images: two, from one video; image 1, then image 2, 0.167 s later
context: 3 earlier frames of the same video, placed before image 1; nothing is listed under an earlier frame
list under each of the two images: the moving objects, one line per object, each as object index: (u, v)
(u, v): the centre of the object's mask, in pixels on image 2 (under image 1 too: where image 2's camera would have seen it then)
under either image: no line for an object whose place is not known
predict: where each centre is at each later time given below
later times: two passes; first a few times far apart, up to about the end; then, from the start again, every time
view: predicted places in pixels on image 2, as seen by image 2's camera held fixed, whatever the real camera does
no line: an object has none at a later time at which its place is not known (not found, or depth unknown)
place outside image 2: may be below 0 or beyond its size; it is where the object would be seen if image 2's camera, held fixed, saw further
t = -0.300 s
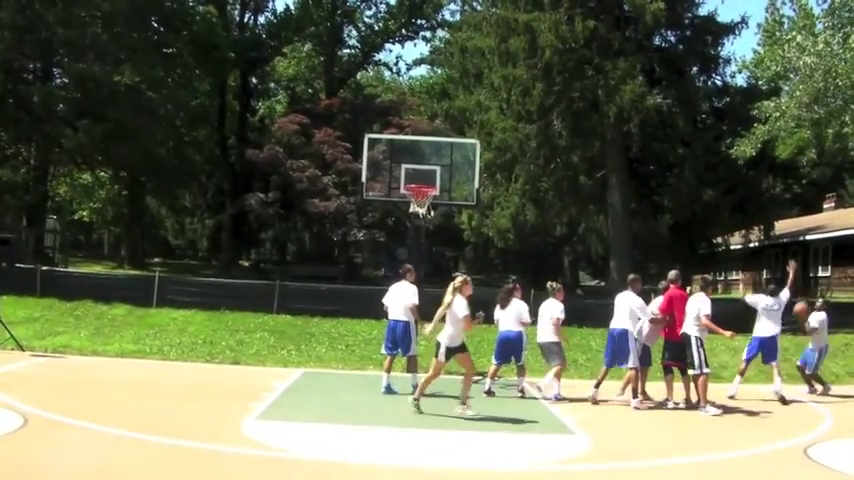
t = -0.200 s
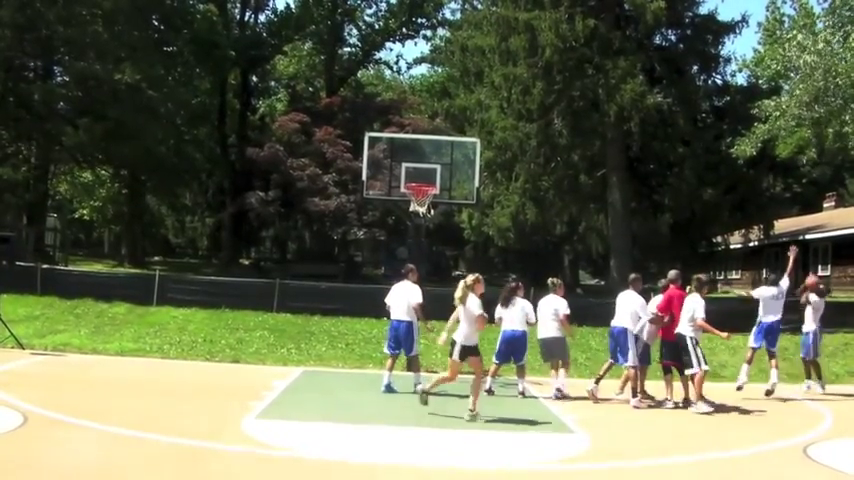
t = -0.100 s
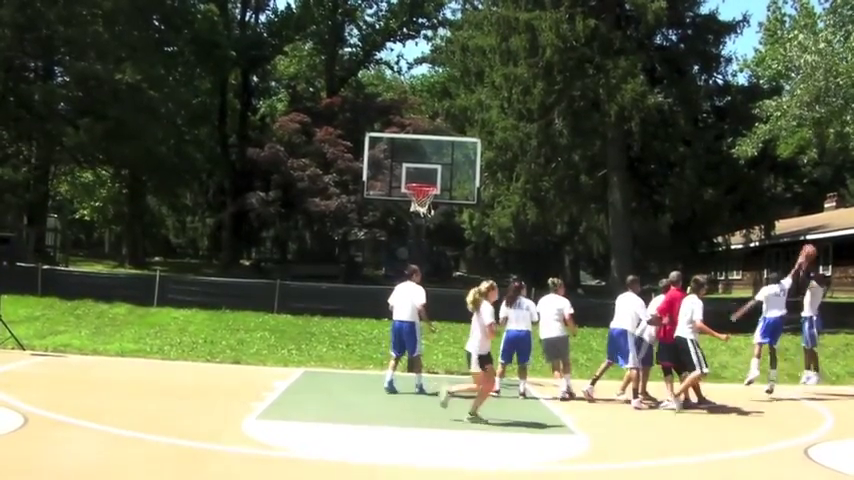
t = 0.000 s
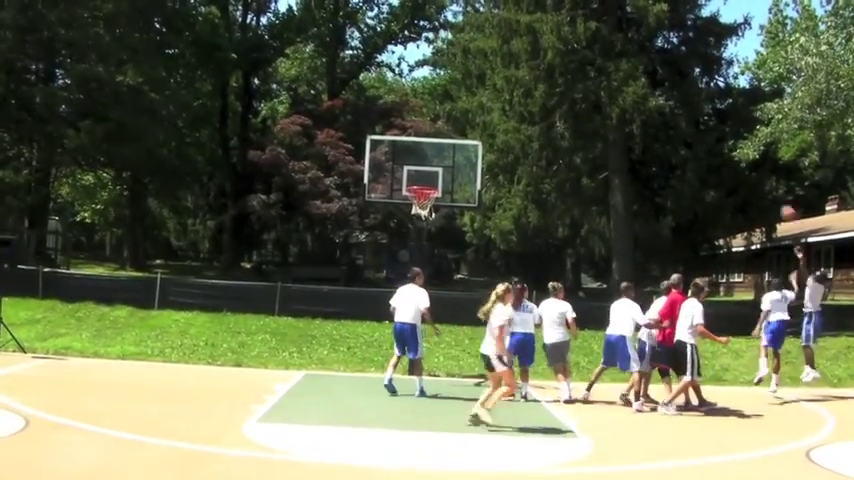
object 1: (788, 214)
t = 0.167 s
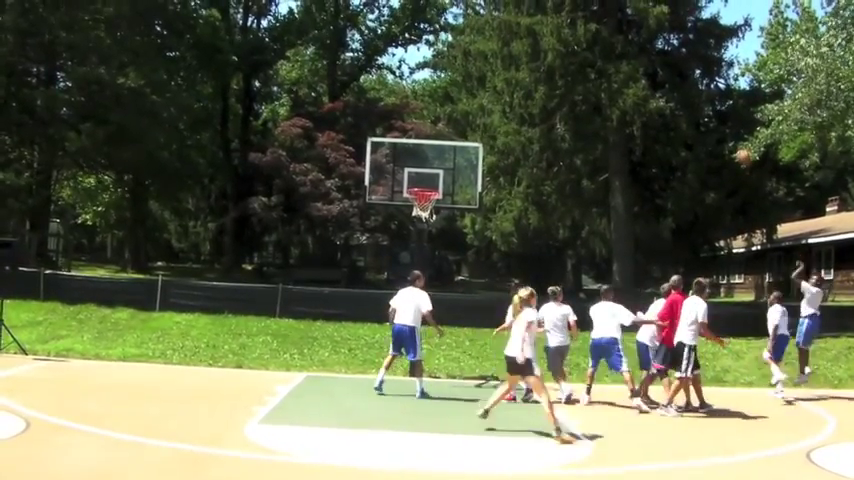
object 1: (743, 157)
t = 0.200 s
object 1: (733, 146)
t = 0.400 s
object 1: (680, 102)
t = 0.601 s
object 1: (625, 80)
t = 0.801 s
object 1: (568, 83)
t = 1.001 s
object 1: (511, 107)
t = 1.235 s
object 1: (439, 169)
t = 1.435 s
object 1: (401, 217)
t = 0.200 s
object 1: (733, 146)
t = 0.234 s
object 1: (725, 138)
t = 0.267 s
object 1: (716, 129)
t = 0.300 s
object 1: (707, 121)
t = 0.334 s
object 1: (698, 115)
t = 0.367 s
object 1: (689, 108)
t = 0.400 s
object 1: (680, 102)
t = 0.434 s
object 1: (670, 96)
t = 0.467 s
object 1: (662, 92)
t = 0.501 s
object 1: (653, 88)
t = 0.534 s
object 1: (643, 85)
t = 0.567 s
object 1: (635, 82)
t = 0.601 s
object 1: (625, 80)
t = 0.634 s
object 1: (616, 79)
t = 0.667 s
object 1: (606, 78)
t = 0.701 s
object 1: (596, 78)
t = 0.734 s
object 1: (587, 79)
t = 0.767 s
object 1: (577, 81)
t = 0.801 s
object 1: (568, 83)
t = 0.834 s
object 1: (558, 85)
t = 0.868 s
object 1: (550, 88)
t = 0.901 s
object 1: (539, 91)
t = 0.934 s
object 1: (529, 96)
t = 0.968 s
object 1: (519, 102)
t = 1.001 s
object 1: (511, 107)
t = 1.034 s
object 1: (500, 113)
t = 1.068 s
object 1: (489, 122)
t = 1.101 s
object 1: (480, 130)
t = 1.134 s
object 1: (470, 139)
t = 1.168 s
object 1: (460, 150)
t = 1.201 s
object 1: (450, 160)
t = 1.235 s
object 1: (439, 169)
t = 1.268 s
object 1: (427, 181)
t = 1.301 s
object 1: (417, 191)
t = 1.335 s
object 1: (410, 206)
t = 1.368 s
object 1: (408, 205)
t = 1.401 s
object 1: (404, 212)
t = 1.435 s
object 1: (401, 217)
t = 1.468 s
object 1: (398, 222)
